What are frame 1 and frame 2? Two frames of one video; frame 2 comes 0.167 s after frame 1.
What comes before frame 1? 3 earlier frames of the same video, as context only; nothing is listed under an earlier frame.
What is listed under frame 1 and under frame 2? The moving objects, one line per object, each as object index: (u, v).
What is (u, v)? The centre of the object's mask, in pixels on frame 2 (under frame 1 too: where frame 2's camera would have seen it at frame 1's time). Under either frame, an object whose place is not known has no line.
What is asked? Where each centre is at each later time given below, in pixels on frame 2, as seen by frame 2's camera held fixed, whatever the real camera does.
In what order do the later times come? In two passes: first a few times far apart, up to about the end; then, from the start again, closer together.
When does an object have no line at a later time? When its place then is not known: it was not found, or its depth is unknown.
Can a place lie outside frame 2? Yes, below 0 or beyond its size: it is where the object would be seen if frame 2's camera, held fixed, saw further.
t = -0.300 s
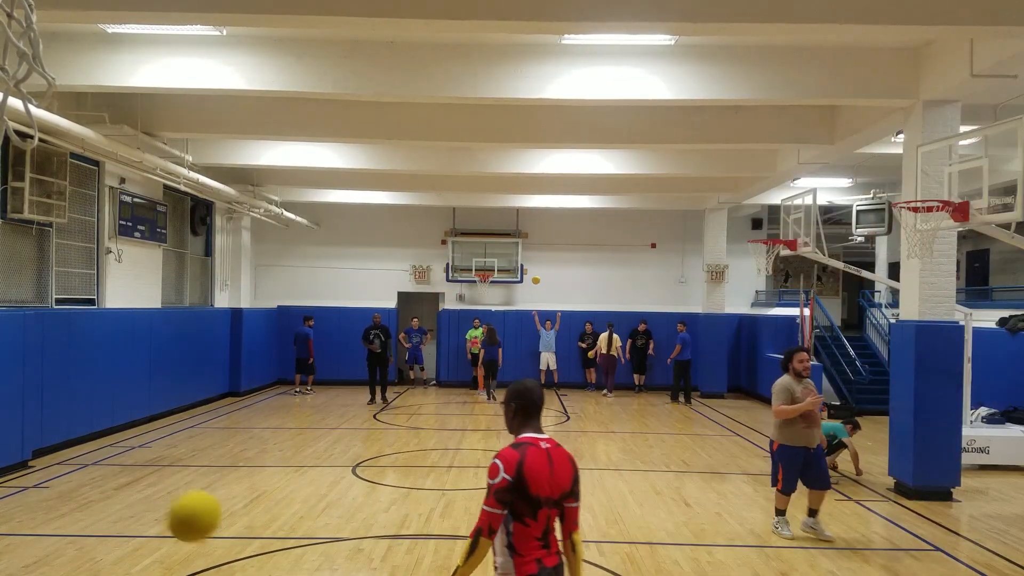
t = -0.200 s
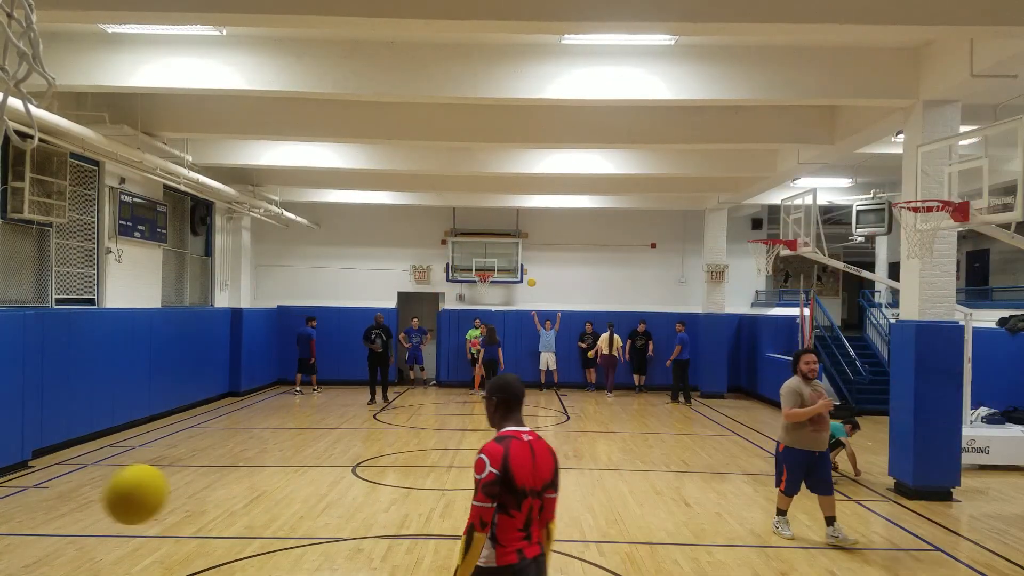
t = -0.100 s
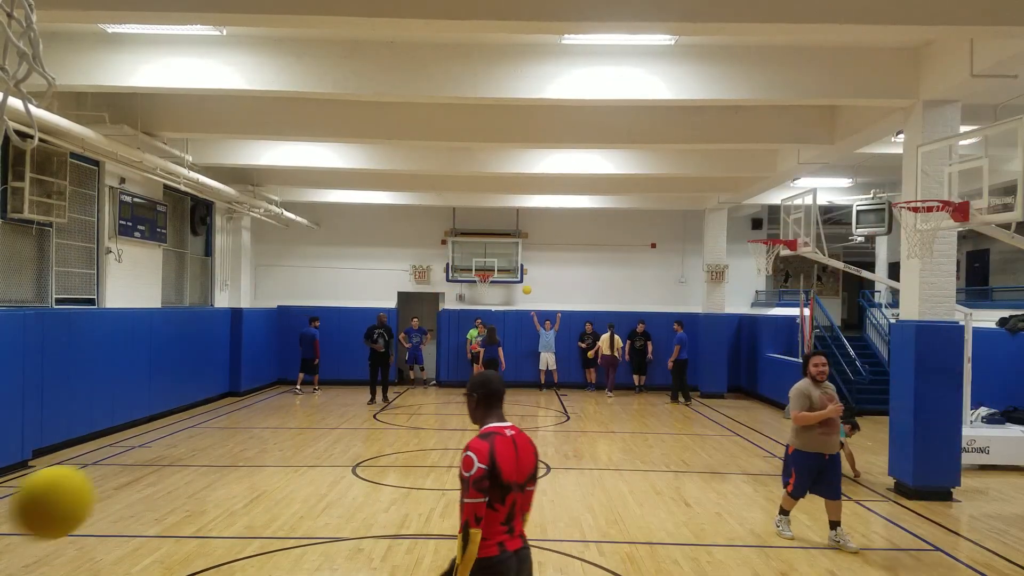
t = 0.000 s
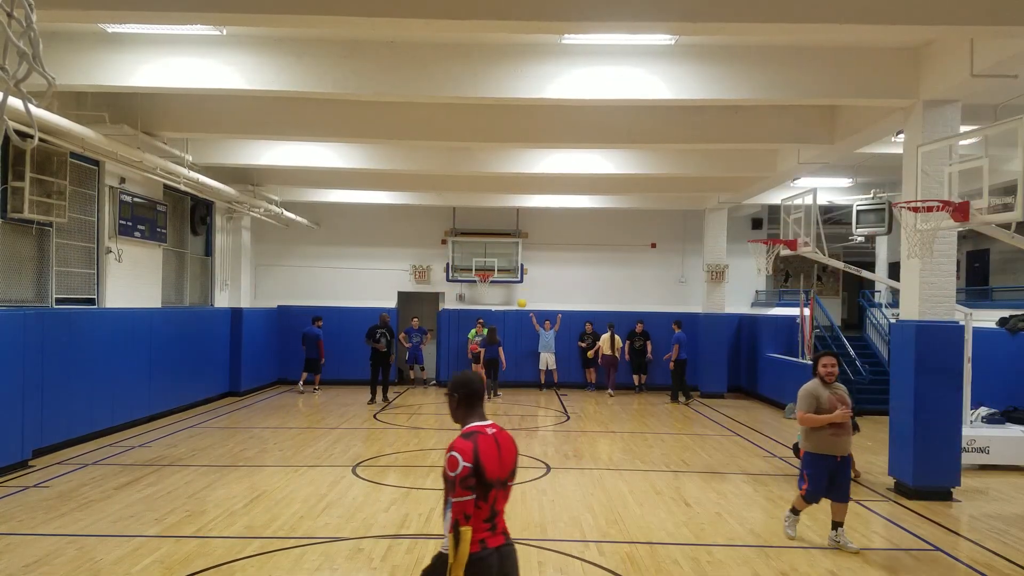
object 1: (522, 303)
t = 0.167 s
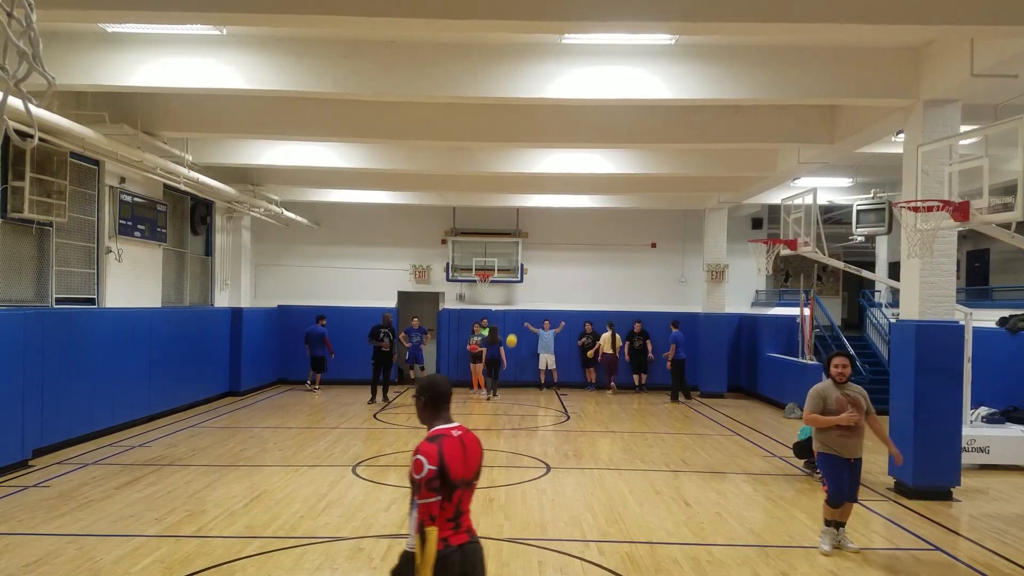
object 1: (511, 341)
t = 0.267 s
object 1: (504, 374)
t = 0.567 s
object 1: (481, 407)
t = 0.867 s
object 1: (457, 372)
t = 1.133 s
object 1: (431, 399)
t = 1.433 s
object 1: (390, 507)
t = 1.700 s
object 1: (359, 456)
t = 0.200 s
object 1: (509, 351)
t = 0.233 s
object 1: (506, 362)
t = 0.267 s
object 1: (504, 374)
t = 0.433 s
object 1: (489, 442)
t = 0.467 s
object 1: (487, 432)
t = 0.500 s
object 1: (485, 423)
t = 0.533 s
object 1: (483, 415)
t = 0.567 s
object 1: (481, 407)
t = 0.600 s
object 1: (478, 400)
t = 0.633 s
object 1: (476, 395)
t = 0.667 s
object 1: (473, 389)
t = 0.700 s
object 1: (471, 384)
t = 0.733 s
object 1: (468, 380)
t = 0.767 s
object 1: (465, 377)
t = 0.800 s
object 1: (463, 374)
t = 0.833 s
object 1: (460, 373)
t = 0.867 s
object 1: (457, 372)
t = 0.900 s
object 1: (454, 372)
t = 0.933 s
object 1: (451, 373)
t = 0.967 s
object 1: (448, 375)
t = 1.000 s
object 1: (445, 377)
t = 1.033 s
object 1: (442, 381)
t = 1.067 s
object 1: (438, 386)
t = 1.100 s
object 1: (435, 391)
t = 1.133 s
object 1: (431, 399)
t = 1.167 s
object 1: (427, 407)
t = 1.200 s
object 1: (423, 417)
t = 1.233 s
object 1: (418, 428)
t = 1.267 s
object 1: (414, 440)
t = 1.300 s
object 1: (409, 456)
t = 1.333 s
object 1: (404, 470)
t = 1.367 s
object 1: (399, 489)
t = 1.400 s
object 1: (394, 510)
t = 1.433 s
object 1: (390, 507)
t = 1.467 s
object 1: (386, 496)
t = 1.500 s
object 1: (382, 488)
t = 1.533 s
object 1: (378, 479)
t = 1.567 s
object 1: (375, 473)
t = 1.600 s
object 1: (372, 467)
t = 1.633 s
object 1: (368, 462)
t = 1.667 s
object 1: (364, 458)
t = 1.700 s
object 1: (359, 456)
